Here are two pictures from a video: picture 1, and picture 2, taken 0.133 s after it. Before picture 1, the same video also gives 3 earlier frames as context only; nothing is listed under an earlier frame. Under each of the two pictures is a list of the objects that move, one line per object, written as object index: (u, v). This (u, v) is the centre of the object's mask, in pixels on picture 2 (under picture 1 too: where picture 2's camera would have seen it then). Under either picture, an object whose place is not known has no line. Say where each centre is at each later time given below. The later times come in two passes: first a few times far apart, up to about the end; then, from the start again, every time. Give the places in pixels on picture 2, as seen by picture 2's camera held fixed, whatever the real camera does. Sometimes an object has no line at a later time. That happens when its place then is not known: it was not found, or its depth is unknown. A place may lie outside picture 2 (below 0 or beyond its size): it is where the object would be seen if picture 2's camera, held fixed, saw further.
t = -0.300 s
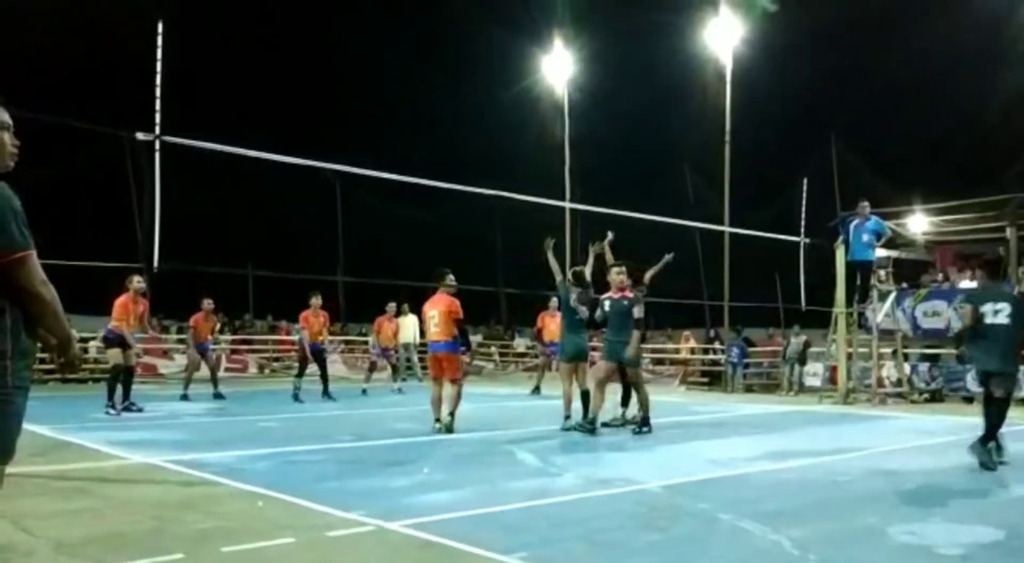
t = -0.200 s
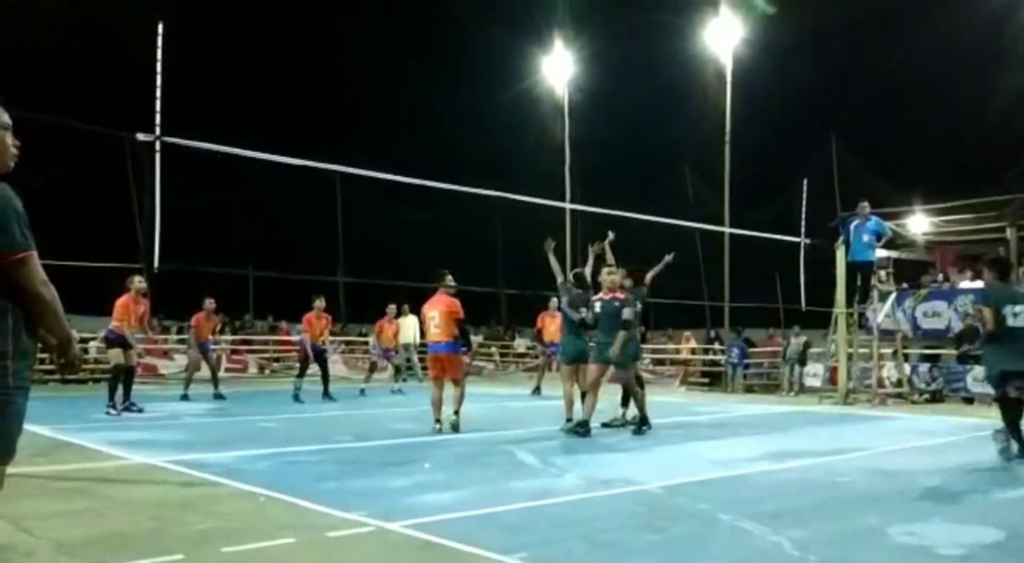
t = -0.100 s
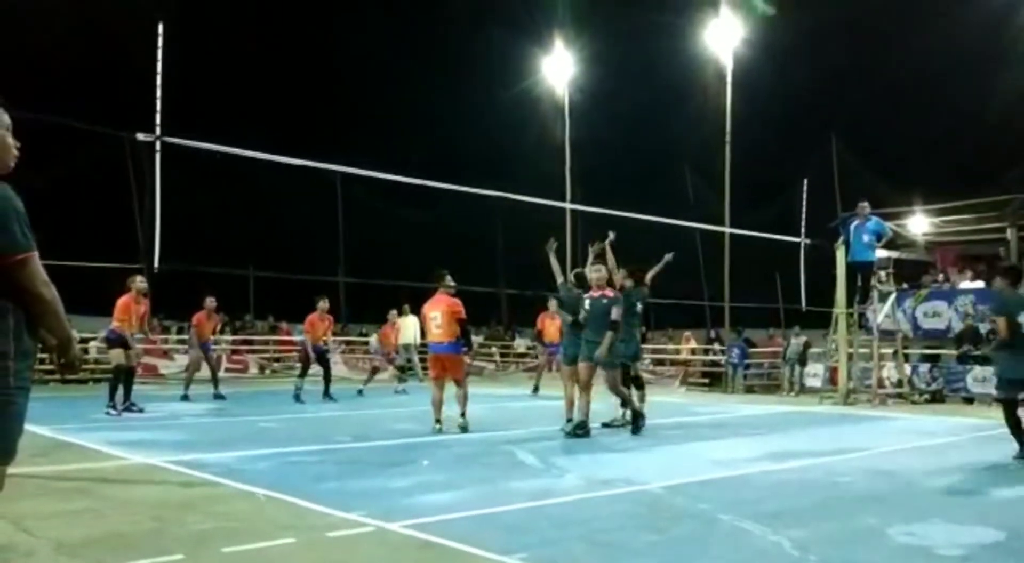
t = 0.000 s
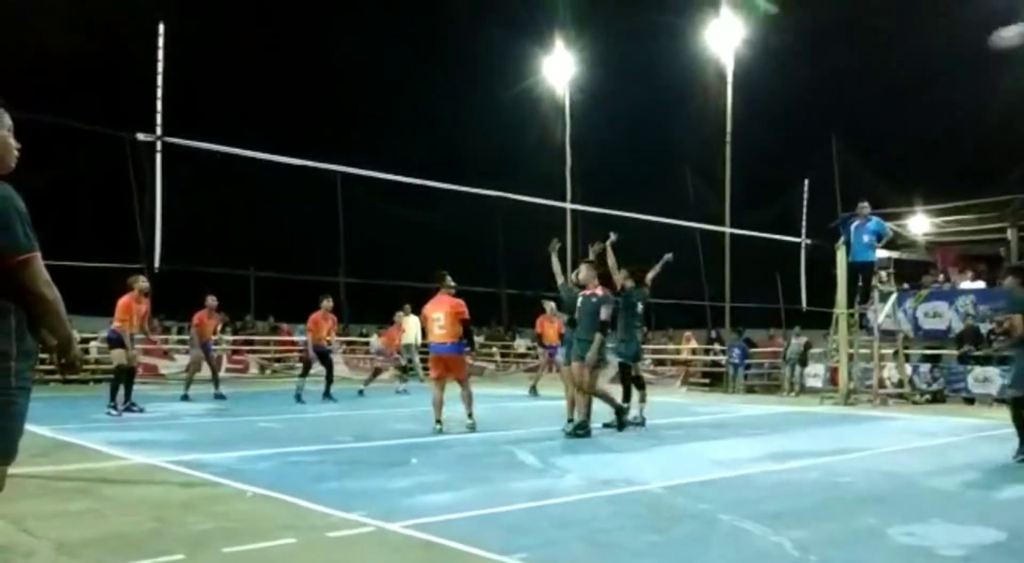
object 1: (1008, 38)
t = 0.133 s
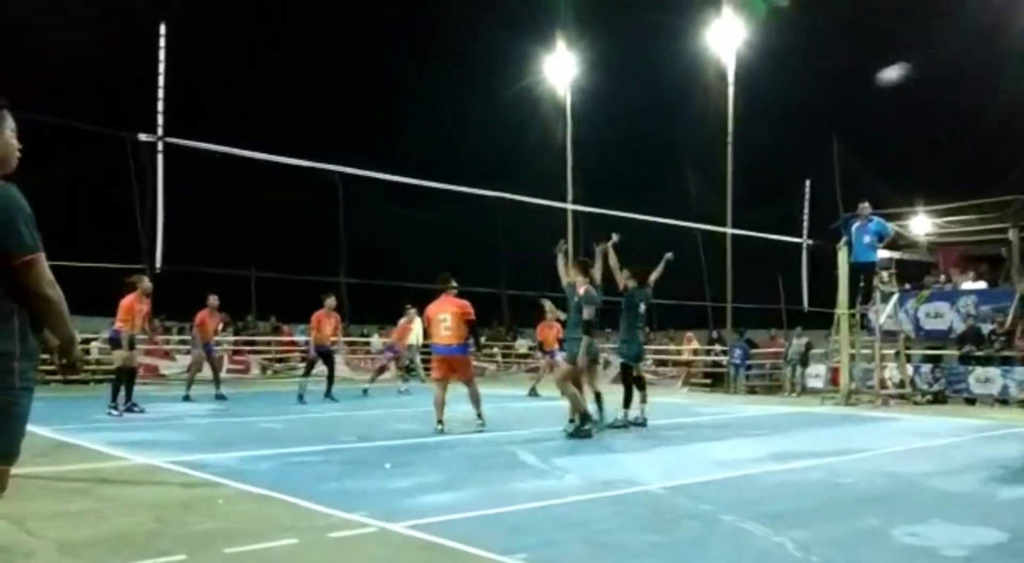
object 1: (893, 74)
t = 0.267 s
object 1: (808, 115)
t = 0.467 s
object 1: (716, 185)
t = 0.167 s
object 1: (869, 84)
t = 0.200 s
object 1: (846, 95)
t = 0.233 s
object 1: (827, 105)
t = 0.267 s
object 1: (808, 115)
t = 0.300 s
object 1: (789, 126)
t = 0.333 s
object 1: (773, 137)
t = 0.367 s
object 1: (757, 150)
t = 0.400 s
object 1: (744, 160)
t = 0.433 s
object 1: (730, 172)
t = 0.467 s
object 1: (716, 185)
